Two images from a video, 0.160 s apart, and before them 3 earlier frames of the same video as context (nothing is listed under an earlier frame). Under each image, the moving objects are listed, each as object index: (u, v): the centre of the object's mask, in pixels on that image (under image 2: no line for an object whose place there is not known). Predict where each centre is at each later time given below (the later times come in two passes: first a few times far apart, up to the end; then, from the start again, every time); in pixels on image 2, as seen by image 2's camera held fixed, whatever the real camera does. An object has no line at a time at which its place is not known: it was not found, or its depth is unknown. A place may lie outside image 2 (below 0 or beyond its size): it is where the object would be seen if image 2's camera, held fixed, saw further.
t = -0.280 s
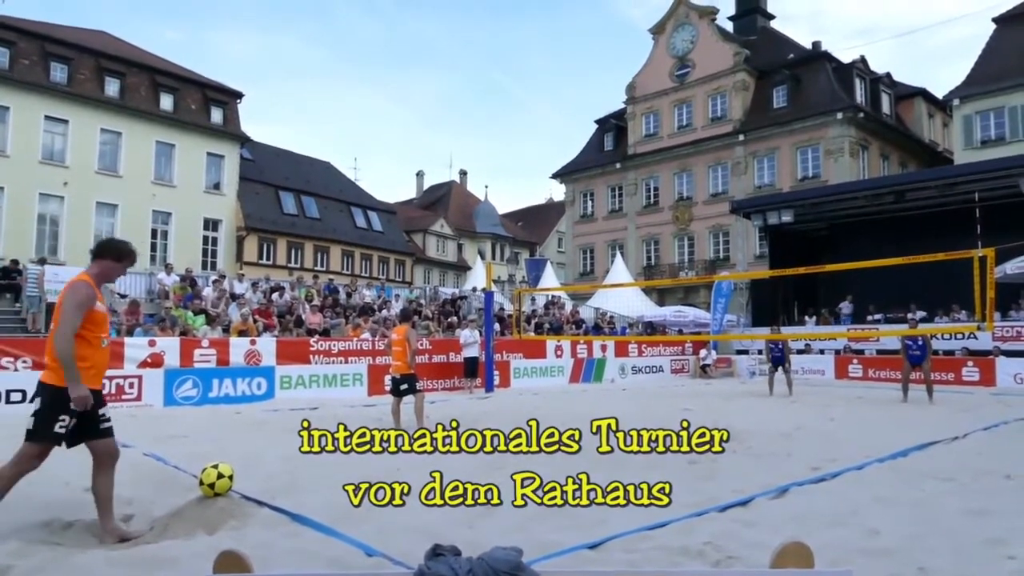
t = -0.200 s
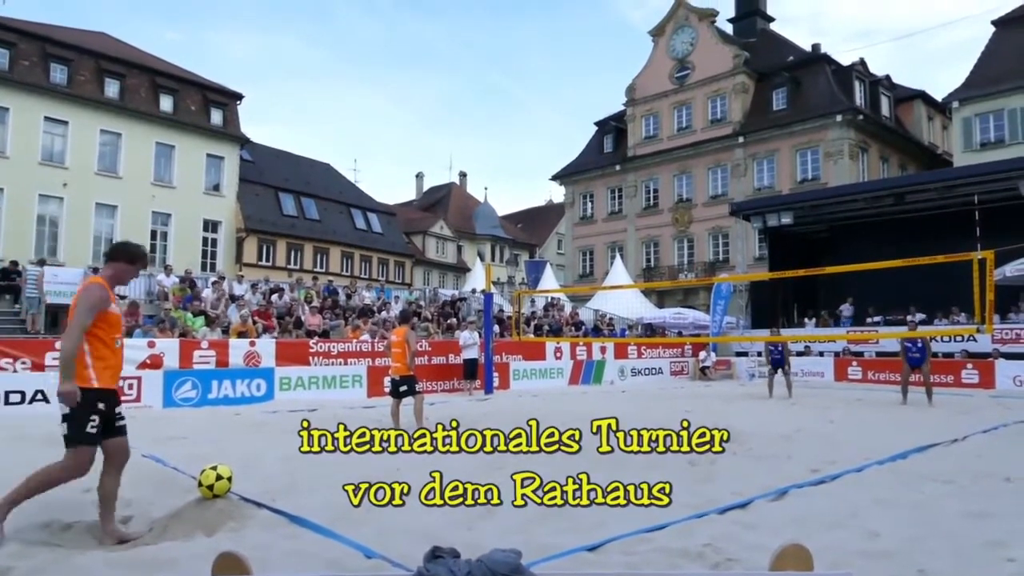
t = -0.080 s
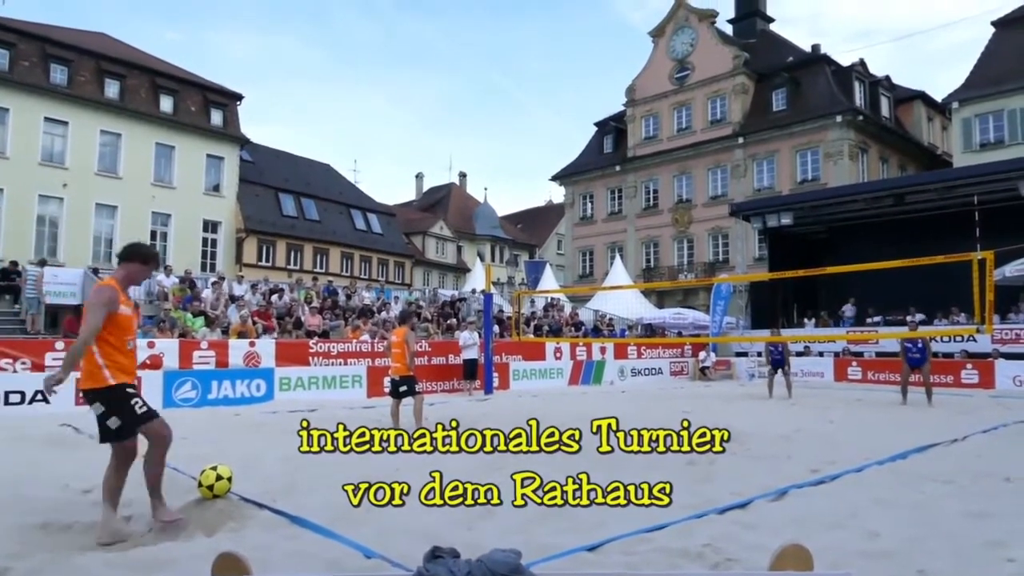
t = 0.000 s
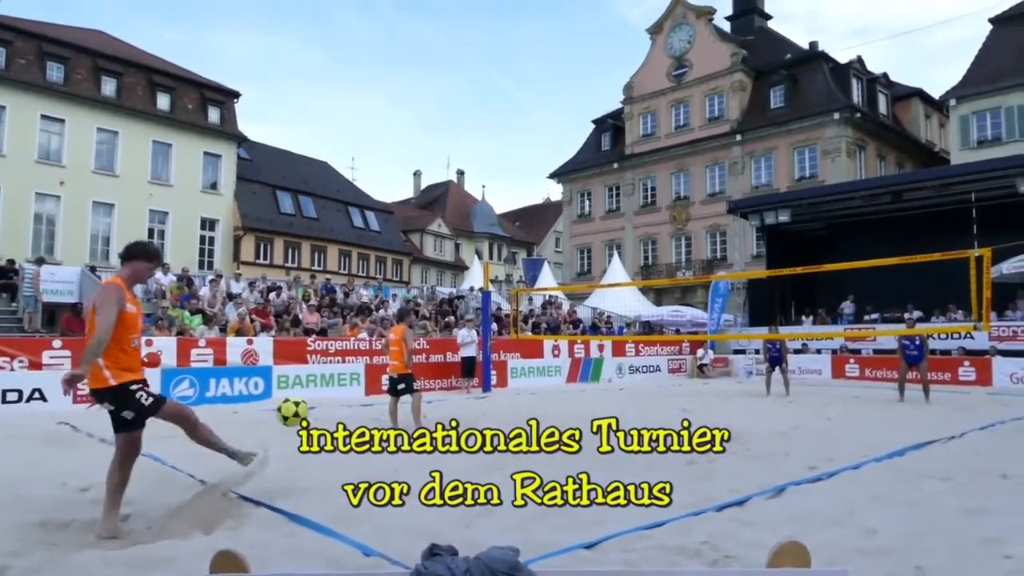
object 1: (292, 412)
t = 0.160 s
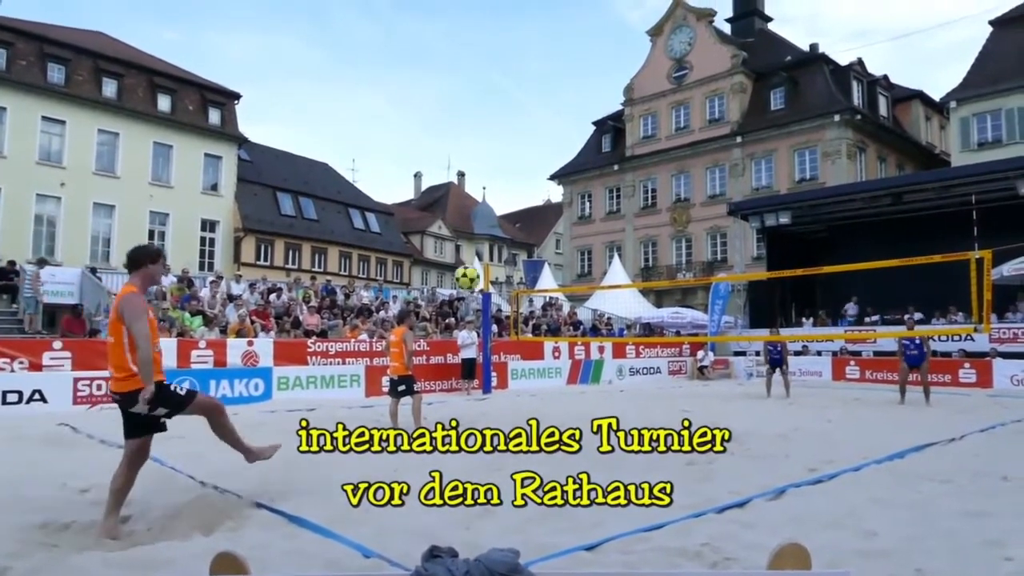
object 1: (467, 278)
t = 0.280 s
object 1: (560, 220)
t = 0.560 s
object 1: (714, 175)
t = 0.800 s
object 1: (802, 192)
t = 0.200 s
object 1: (501, 255)
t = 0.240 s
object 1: (532, 236)
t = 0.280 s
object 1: (560, 220)
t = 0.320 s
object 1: (588, 208)
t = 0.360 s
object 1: (613, 196)
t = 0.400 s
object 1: (636, 189)
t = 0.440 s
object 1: (657, 184)
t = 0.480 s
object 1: (677, 179)
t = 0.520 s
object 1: (697, 176)
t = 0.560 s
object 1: (714, 175)
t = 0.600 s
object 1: (730, 174)
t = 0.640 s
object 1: (746, 176)
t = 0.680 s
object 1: (763, 179)
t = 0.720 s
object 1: (776, 182)
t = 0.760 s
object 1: (790, 186)
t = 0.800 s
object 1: (802, 192)
